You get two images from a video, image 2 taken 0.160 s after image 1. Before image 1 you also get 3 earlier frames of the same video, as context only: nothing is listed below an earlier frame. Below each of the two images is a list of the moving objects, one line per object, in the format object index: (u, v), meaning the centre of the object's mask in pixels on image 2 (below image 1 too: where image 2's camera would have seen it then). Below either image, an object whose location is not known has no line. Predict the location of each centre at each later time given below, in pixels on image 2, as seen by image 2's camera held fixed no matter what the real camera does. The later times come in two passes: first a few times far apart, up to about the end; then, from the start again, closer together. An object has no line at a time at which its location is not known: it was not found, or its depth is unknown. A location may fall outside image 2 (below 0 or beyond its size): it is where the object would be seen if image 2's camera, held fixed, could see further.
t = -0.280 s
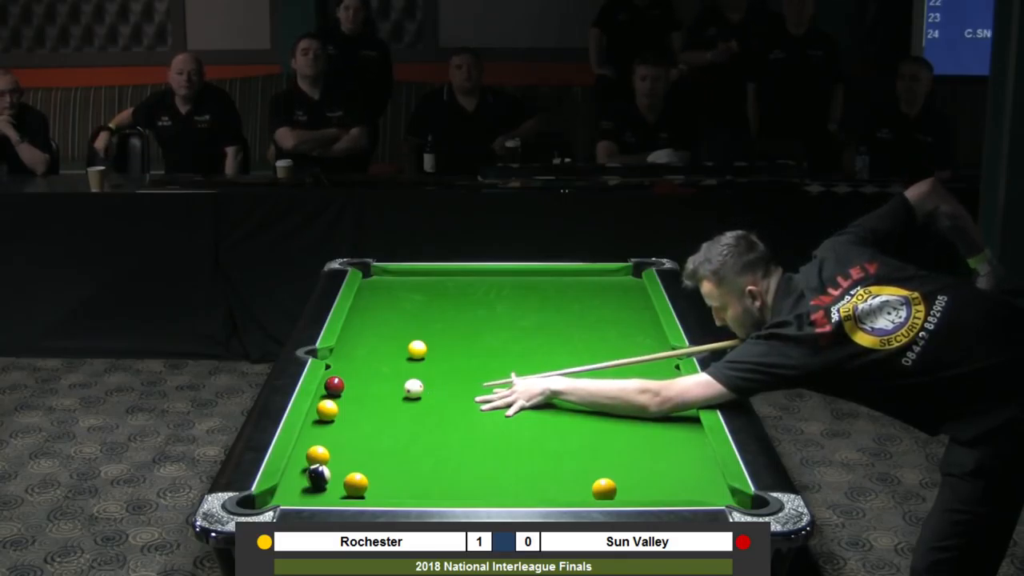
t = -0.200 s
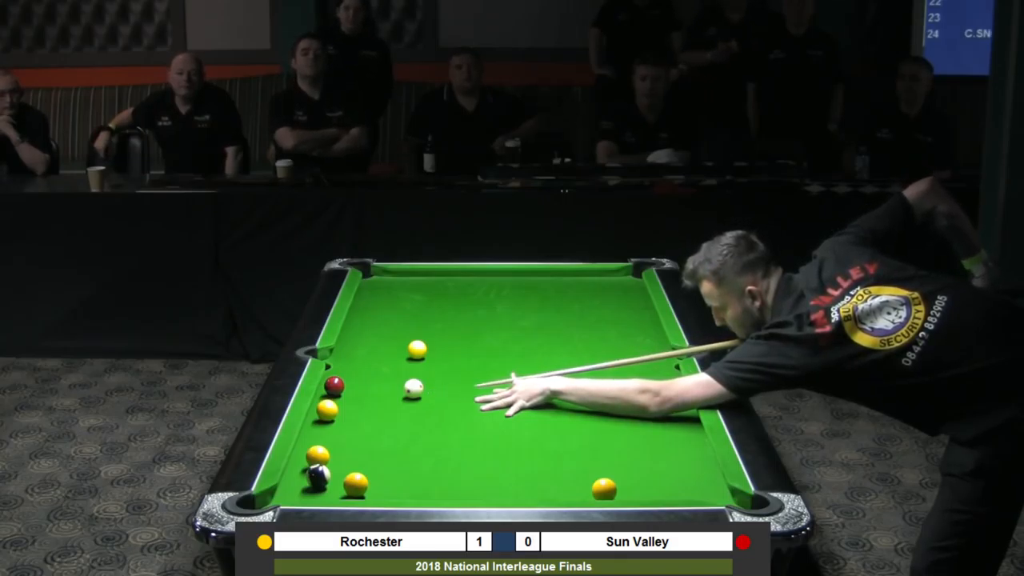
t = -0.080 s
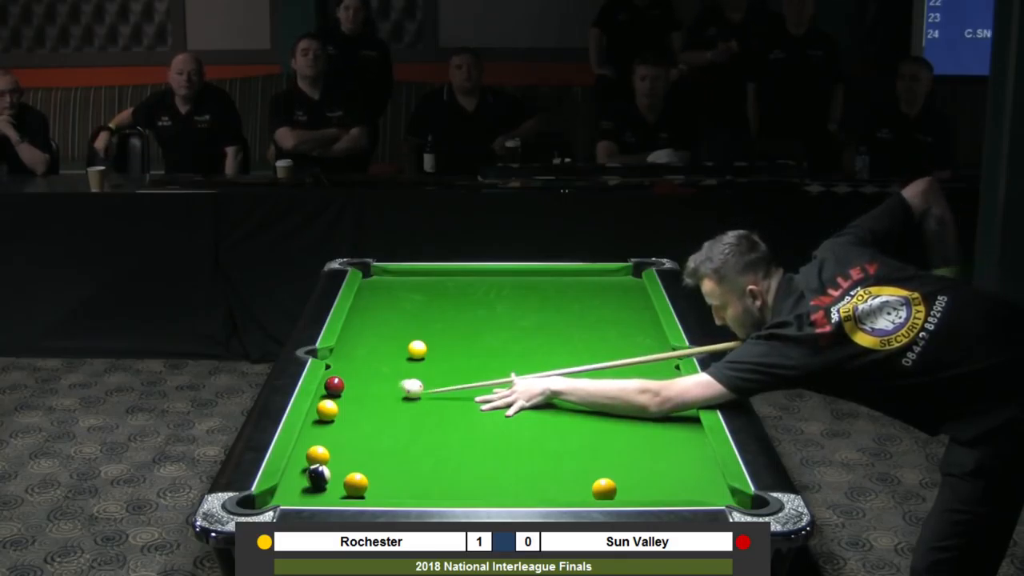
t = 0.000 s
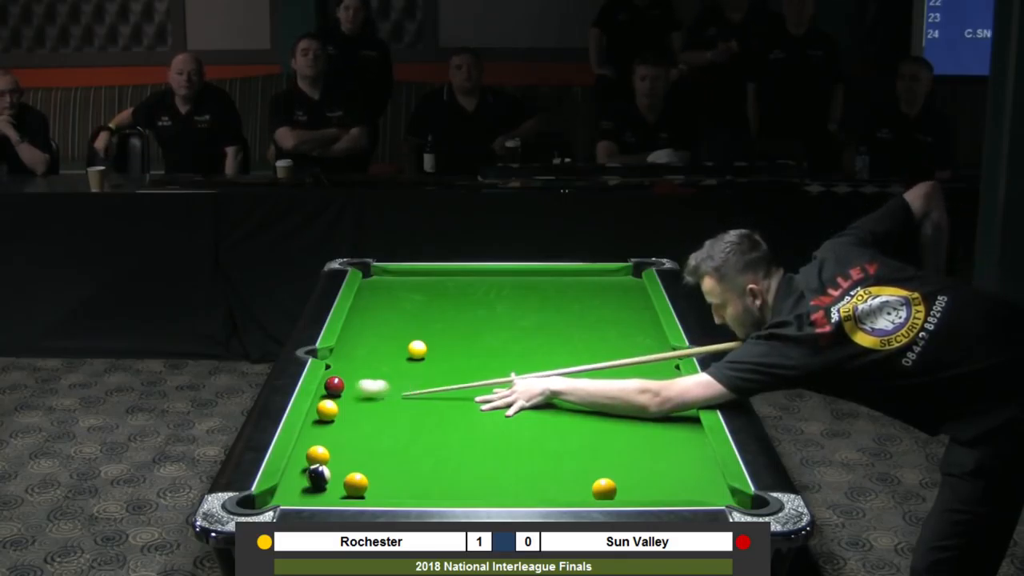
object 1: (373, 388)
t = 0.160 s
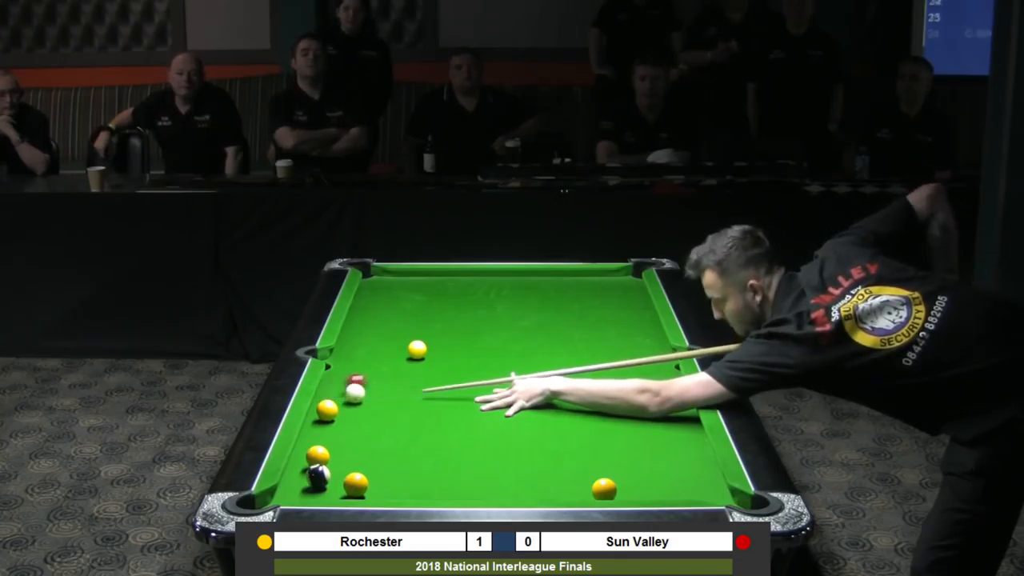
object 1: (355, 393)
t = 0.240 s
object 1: (358, 395)
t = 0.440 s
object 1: (366, 401)
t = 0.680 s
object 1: (376, 408)
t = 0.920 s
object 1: (385, 414)
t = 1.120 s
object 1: (390, 418)
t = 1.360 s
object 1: (397, 423)
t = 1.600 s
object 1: (402, 426)
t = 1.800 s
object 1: (406, 429)
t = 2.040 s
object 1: (409, 431)
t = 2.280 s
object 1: (410, 433)
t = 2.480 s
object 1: (410, 433)
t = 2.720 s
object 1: (409, 433)
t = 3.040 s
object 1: (409, 433)
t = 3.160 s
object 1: (410, 435)
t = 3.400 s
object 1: (409, 433)
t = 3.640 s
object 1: (409, 433)
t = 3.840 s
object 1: (409, 433)
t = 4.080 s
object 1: (409, 433)
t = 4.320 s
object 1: (409, 433)
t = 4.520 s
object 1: (409, 433)
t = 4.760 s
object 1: (409, 433)
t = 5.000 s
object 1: (409, 433)
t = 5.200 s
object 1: (409, 433)
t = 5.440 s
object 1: (409, 433)
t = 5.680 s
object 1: (409, 433)
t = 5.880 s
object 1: (409, 433)
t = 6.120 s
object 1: (409, 433)
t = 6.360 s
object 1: (409, 433)
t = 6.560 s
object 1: (409, 433)
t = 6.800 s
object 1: (409, 433)
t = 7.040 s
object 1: (409, 433)
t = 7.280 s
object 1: (409, 433)
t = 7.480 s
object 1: (409, 433)
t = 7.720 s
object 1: (409, 433)
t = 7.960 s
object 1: (409, 433)
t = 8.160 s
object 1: (409, 433)
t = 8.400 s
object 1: (409, 433)
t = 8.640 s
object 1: (409, 433)
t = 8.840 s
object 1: (409, 433)
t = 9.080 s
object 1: (409, 433)
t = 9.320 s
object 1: (409, 433)
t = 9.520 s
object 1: (409, 433)
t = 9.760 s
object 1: (409, 433)
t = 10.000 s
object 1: (409, 433)
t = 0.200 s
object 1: (356, 394)
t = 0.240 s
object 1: (358, 395)
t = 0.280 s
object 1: (360, 397)
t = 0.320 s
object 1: (361, 398)
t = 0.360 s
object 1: (363, 399)
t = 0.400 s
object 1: (365, 400)
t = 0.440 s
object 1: (366, 401)
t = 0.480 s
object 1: (368, 402)
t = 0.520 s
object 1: (370, 404)
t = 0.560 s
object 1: (371, 405)
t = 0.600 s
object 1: (373, 406)
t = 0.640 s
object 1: (374, 407)
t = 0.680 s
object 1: (376, 408)
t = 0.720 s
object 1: (377, 409)
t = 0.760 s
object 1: (379, 410)
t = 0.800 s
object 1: (380, 411)
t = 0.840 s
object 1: (382, 412)
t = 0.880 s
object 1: (383, 413)
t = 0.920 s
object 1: (385, 414)
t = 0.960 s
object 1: (386, 414)
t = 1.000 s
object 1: (387, 415)
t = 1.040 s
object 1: (388, 416)
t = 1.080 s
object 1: (389, 417)
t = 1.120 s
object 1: (390, 418)
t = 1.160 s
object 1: (392, 419)
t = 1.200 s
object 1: (393, 420)
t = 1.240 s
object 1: (394, 420)
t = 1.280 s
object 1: (395, 421)
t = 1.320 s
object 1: (396, 422)
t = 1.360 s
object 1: (397, 423)
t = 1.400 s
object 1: (398, 423)
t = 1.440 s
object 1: (399, 424)
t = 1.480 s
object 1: (400, 425)
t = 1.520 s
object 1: (401, 425)
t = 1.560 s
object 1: (402, 426)
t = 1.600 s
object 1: (402, 426)
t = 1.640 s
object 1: (403, 427)
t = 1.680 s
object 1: (404, 427)
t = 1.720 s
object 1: (405, 428)
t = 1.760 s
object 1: (405, 428)
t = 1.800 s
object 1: (406, 429)
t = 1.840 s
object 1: (407, 429)
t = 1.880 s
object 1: (407, 430)
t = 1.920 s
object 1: (408, 430)
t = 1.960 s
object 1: (408, 431)
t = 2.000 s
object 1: (409, 431)
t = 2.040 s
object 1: (409, 431)
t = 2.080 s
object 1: (409, 432)
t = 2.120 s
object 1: (410, 432)
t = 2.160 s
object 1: (410, 432)
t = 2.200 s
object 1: (410, 432)
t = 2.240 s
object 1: (410, 433)
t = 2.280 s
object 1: (410, 433)
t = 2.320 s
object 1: (410, 433)
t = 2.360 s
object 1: (410, 433)
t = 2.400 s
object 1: (410, 433)
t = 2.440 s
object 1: (410, 433)
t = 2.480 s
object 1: (410, 433)
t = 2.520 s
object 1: (410, 433)
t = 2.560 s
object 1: (409, 433)
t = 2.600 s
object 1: (409, 433)
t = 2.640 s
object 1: (409, 433)
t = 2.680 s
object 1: (409, 433)
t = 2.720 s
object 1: (409, 433)
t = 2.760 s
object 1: (409, 432)
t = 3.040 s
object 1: (409, 433)
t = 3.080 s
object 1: (409, 433)
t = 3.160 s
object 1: (410, 435)
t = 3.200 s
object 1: (409, 433)
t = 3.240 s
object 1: (409, 433)
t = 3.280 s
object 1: (409, 433)
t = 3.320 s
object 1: (409, 433)
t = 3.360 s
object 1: (409, 433)
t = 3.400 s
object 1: (409, 433)
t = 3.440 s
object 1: (409, 433)
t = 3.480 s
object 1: (409, 433)
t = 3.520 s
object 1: (409, 433)
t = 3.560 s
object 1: (409, 433)
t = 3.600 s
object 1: (409, 433)
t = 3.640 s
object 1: (409, 433)
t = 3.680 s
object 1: (409, 433)
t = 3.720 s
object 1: (409, 433)
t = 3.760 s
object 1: (409, 433)
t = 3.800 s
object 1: (409, 433)
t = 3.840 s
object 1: (409, 433)
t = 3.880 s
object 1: (409, 433)
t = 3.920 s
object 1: (409, 433)
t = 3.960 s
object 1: (409, 433)
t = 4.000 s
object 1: (409, 433)
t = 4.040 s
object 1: (409, 433)
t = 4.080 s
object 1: (409, 433)
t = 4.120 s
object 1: (409, 433)
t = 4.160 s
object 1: (409, 433)
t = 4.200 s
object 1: (409, 433)
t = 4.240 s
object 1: (409, 433)
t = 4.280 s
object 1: (409, 433)
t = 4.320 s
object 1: (409, 433)
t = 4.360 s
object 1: (409, 433)
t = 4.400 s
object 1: (409, 433)
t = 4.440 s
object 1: (409, 433)
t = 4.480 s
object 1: (409, 433)
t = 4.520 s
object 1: (409, 433)
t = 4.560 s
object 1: (409, 433)
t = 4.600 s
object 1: (409, 433)
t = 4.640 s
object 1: (409, 433)
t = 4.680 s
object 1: (409, 433)
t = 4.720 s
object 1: (409, 433)
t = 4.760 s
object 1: (409, 433)
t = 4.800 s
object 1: (409, 433)
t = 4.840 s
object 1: (409, 433)
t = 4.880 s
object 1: (409, 433)
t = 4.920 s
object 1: (409, 433)
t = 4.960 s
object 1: (409, 433)
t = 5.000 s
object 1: (409, 433)
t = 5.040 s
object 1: (409, 433)
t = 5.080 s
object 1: (409, 433)
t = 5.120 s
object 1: (409, 433)
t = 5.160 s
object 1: (409, 433)
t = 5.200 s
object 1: (409, 433)
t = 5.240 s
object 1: (409, 433)
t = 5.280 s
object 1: (409, 433)
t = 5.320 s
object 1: (409, 433)
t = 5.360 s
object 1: (409, 433)
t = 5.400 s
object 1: (409, 433)
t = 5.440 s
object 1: (409, 433)
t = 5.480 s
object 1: (409, 433)
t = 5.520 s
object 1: (409, 433)
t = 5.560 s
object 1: (409, 433)
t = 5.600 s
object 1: (409, 433)
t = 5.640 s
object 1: (409, 433)
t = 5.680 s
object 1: (409, 433)
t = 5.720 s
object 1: (409, 433)
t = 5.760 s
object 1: (409, 433)
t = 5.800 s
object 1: (409, 433)
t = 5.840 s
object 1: (409, 433)
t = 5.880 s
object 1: (409, 433)
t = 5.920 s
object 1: (409, 433)
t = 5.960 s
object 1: (409, 433)
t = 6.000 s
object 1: (409, 433)
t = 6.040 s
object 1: (409, 433)
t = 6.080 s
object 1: (409, 433)
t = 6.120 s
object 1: (409, 433)
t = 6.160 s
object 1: (409, 433)
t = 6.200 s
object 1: (409, 433)
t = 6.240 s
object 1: (409, 433)
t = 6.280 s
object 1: (409, 433)
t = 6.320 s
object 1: (409, 433)
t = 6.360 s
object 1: (409, 433)
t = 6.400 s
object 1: (409, 433)
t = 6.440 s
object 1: (409, 433)
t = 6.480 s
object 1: (409, 433)
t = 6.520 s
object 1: (409, 433)
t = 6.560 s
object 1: (409, 433)
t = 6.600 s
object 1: (409, 433)
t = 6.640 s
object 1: (409, 433)
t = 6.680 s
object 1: (409, 433)
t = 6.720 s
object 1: (409, 433)
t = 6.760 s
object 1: (409, 433)
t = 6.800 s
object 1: (409, 433)
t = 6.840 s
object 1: (409, 433)
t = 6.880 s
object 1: (409, 433)
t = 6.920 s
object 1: (409, 433)
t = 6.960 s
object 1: (409, 433)
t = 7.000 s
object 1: (409, 433)
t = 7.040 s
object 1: (409, 433)
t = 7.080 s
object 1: (409, 433)
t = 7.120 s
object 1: (409, 433)
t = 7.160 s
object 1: (409, 433)
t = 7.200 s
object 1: (409, 433)
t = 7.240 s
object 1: (409, 433)
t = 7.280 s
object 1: (409, 433)
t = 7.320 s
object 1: (409, 433)
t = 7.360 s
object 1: (409, 433)
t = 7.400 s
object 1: (409, 433)
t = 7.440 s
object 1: (409, 433)
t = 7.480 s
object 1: (409, 433)
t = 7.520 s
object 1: (409, 433)
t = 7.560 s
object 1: (409, 433)
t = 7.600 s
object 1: (409, 433)
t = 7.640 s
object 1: (409, 433)
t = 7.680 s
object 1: (409, 433)
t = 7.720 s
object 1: (409, 433)
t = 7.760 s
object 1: (409, 433)
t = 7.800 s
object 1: (409, 433)
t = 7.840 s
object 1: (409, 433)
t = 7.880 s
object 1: (409, 433)
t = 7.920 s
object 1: (409, 433)
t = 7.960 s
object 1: (409, 433)
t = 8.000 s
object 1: (409, 433)
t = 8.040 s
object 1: (409, 433)
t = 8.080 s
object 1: (409, 433)
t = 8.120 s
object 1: (409, 433)
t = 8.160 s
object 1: (409, 433)
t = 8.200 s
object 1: (409, 433)
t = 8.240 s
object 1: (409, 433)
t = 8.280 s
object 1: (409, 433)
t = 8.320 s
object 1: (409, 433)
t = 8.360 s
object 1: (409, 433)
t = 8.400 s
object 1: (409, 433)
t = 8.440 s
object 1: (409, 433)
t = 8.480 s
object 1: (409, 433)
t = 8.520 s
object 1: (409, 433)
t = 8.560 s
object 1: (409, 433)
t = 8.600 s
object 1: (409, 433)
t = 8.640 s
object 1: (409, 433)
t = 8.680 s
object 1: (409, 433)
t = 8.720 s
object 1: (409, 433)
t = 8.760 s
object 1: (409, 433)
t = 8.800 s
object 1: (409, 433)
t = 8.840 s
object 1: (409, 433)
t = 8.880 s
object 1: (409, 433)
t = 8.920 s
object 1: (409, 433)
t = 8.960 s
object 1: (409, 433)
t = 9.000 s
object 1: (409, 433)
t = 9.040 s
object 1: (409, 433)
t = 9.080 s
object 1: (409, 433)
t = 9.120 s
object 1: (409, 433)
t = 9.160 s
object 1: (409, 433)
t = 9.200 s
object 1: (409, 433)
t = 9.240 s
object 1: (409, 433)
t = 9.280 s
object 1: (409, 433)
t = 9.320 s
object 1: (409, 433)
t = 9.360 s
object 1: (409, 433)
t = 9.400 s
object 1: (409, 433)
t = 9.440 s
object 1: (409, 433)
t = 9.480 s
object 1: (409, 433)
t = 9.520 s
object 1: (409, 433)
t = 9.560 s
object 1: (409, 433)
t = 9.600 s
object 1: (409, 433)
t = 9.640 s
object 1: (409, 433)
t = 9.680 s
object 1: (409, 433)
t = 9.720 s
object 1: (409, 433)
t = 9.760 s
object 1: (409, 433)
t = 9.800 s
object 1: (409, 433)
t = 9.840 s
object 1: (409, 433)
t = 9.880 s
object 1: (409, 433)
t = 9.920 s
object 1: (409, 433)
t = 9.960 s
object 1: (409, 433)
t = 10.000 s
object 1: (409, 433)
